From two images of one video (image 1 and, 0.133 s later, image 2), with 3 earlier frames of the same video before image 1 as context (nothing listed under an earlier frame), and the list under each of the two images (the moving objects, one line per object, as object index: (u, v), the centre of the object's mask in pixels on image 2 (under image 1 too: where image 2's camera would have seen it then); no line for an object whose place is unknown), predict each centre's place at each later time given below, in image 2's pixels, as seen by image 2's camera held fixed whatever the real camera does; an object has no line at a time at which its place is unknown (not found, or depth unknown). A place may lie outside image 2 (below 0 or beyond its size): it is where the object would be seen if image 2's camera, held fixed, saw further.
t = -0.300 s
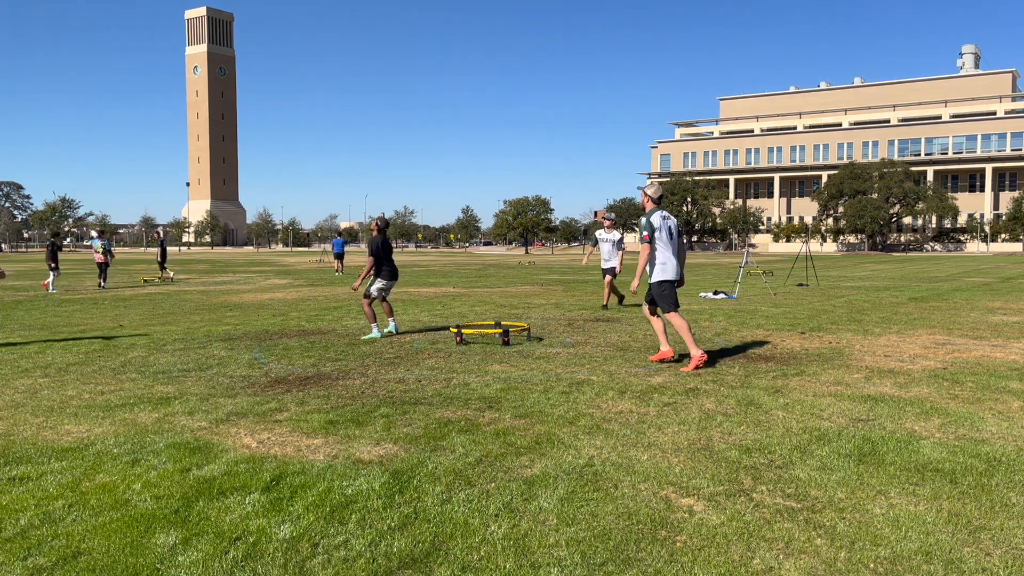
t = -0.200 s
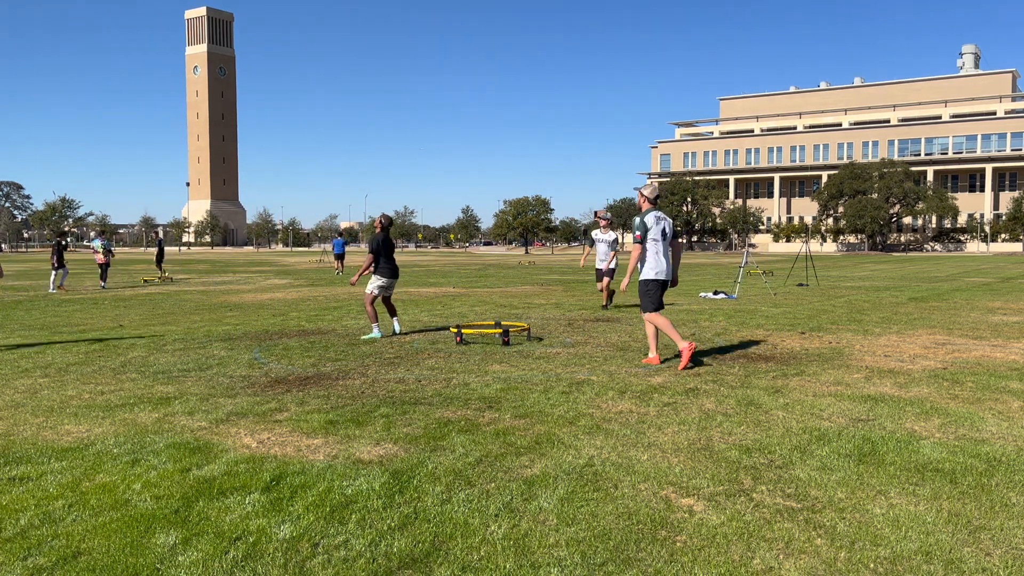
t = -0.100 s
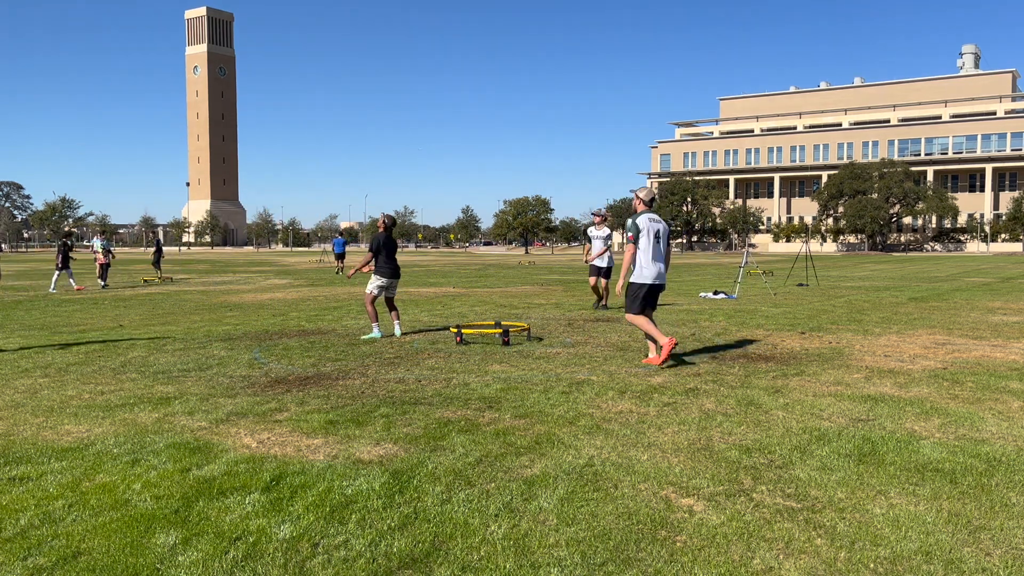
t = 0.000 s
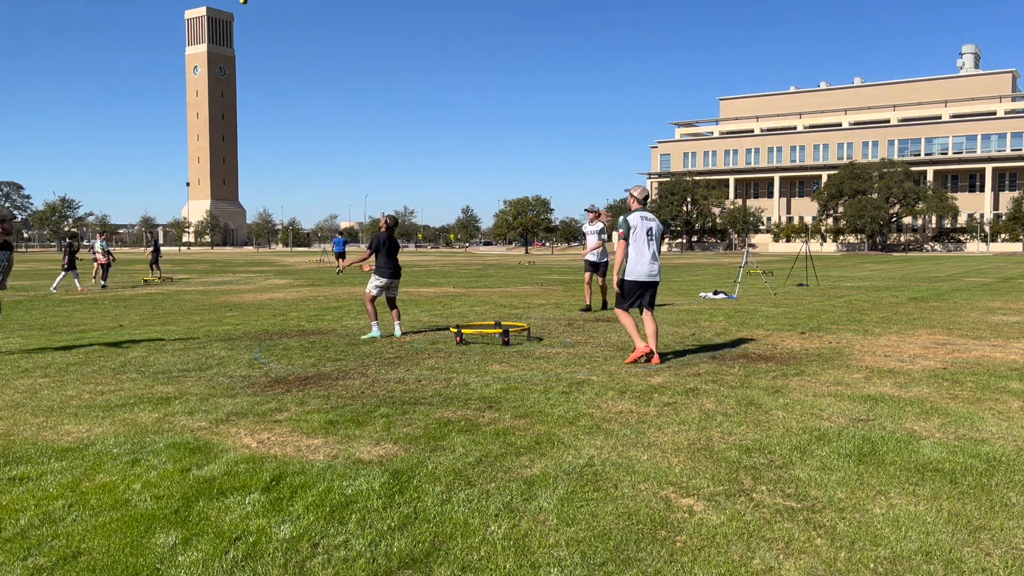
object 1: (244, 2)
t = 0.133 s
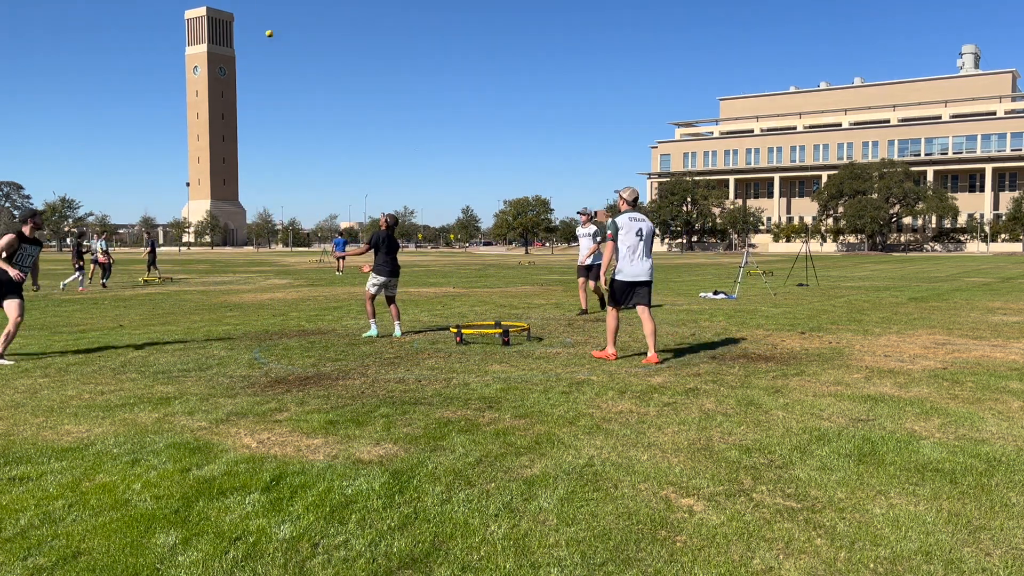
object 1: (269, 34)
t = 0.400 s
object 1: (322, 137)
